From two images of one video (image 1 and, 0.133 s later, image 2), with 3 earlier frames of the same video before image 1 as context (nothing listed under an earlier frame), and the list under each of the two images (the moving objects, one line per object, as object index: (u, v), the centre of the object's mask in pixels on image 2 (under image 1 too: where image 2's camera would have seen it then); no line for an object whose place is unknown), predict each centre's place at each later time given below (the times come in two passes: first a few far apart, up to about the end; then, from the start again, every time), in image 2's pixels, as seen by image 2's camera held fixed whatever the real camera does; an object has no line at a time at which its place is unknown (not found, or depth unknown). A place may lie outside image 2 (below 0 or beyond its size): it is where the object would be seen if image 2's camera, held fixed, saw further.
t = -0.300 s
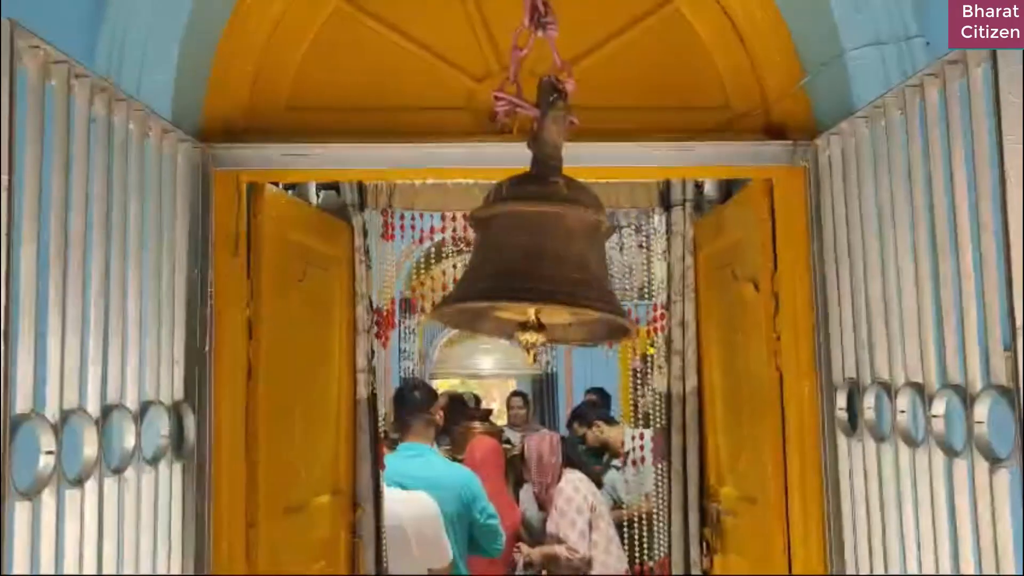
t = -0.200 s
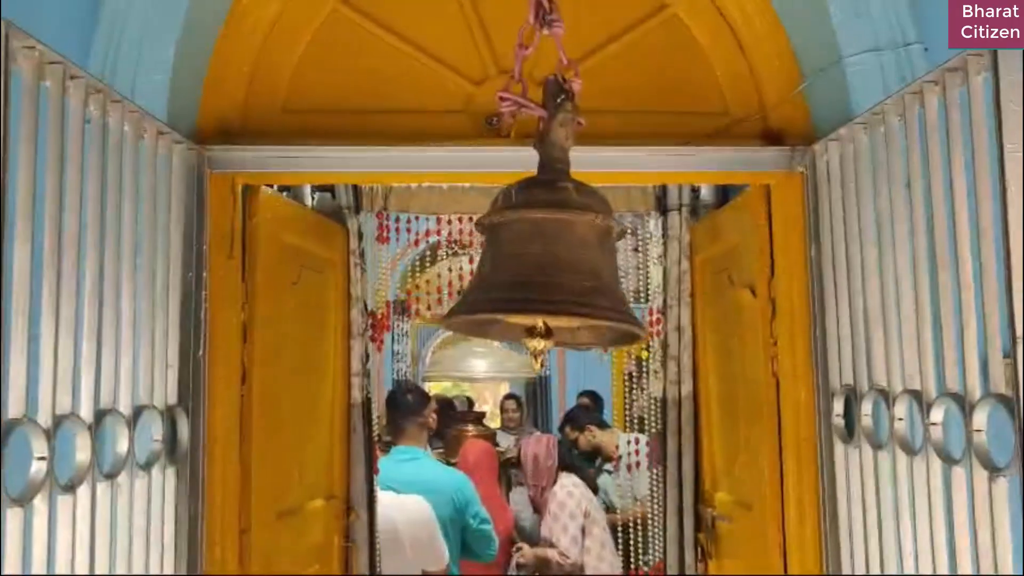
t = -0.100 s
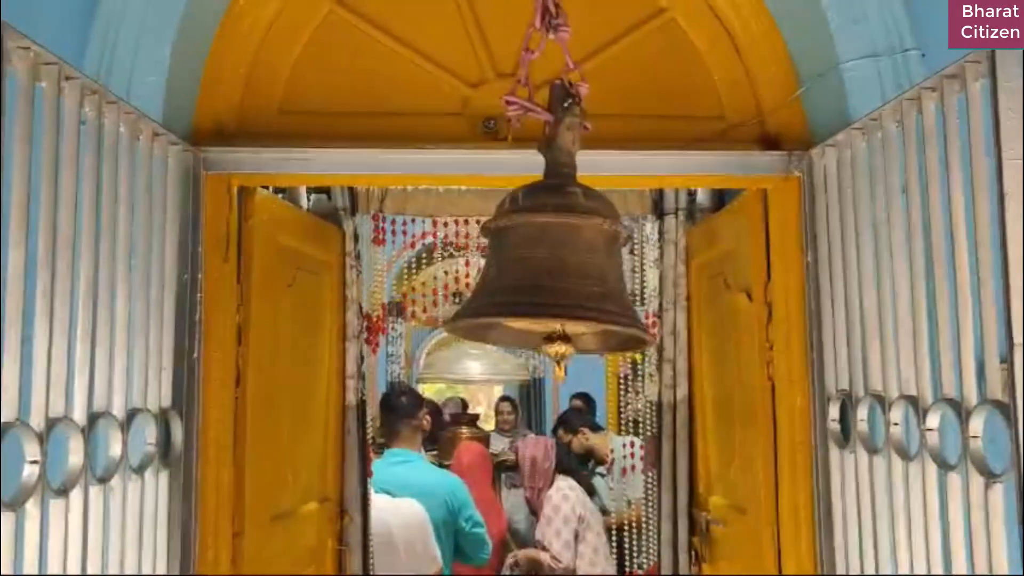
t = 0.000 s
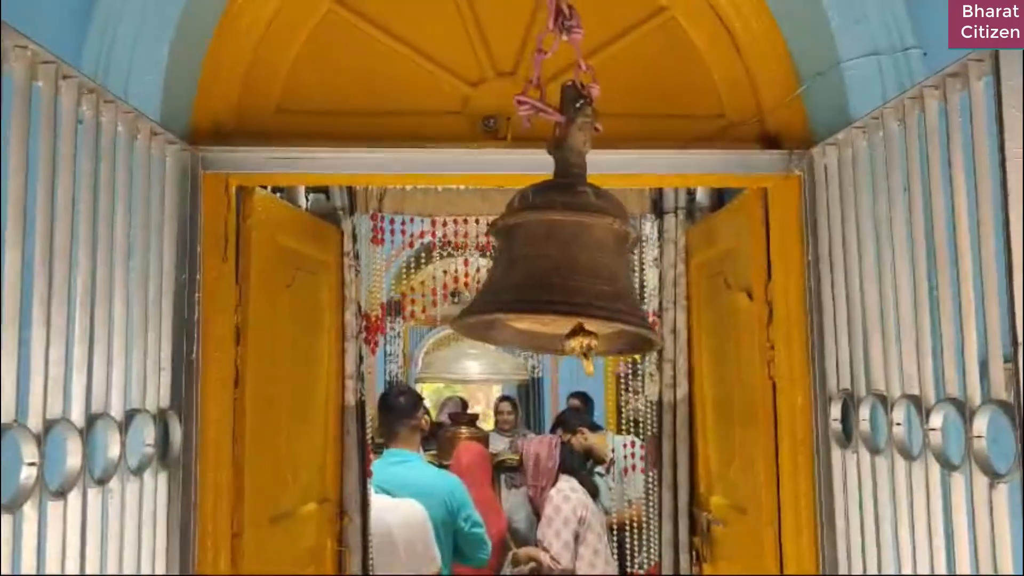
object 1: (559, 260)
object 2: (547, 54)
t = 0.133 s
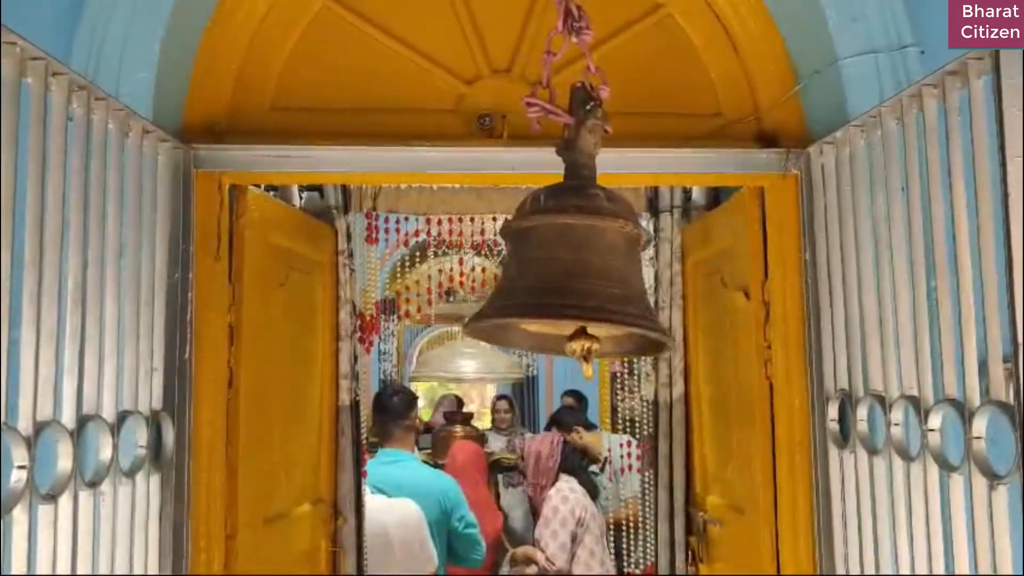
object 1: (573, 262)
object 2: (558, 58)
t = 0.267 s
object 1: (589, 264)
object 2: (572, 64)
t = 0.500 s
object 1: (608, 273)
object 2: (593, 78)
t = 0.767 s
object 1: (616, 278)
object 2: (605, 96)
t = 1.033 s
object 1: (615, 282)
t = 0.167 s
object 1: (578, 263)
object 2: (562, 59)
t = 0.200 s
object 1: (582, 263)
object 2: (565, 61)
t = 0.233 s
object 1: (585, 264)
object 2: (568, 63)
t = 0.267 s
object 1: (589, 264)
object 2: (572, 64)
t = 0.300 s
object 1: (592, 265)
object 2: (577, 65)
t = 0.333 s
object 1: (595, 266)
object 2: (579, 67)
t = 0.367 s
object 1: (598, 267)
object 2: (581, 70)
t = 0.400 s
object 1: (600, 268)
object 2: (584, 73)
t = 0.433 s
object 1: (603, 270)
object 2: (588, 74)
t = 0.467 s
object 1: (605, 272)
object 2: (592, 74)
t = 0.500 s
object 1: (608, 273)
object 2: (593, 78)
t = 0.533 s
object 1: (609, 273)
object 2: (594, 79)
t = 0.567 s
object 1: (611, 274)
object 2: (595, 81)
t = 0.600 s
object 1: (613, 275)
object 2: (596, 84)
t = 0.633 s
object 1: (614, 275)
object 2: (598, 86)
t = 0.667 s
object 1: (614, 276)
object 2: (600, 89)
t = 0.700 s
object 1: (615, 277)
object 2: (601, 91)
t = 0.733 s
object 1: (615, 277)
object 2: (603, 94)
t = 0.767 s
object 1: (616, 278)
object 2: (605, 96)
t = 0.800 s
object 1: (616, 279)
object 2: (606, 98)
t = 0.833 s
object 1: (616, 280)
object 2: (607, 101)
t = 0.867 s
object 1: (616, 281)
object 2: (606, 102)
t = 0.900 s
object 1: (616, 282)
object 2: (606, 105)
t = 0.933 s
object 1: (616, 282)
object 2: (605, 108)
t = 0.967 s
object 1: (616, 282)
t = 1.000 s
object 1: (615, 282)
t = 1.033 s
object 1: (615, 282)
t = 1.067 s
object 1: (614, 283)
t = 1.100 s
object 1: (613, 283)
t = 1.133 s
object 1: (613, 283)
